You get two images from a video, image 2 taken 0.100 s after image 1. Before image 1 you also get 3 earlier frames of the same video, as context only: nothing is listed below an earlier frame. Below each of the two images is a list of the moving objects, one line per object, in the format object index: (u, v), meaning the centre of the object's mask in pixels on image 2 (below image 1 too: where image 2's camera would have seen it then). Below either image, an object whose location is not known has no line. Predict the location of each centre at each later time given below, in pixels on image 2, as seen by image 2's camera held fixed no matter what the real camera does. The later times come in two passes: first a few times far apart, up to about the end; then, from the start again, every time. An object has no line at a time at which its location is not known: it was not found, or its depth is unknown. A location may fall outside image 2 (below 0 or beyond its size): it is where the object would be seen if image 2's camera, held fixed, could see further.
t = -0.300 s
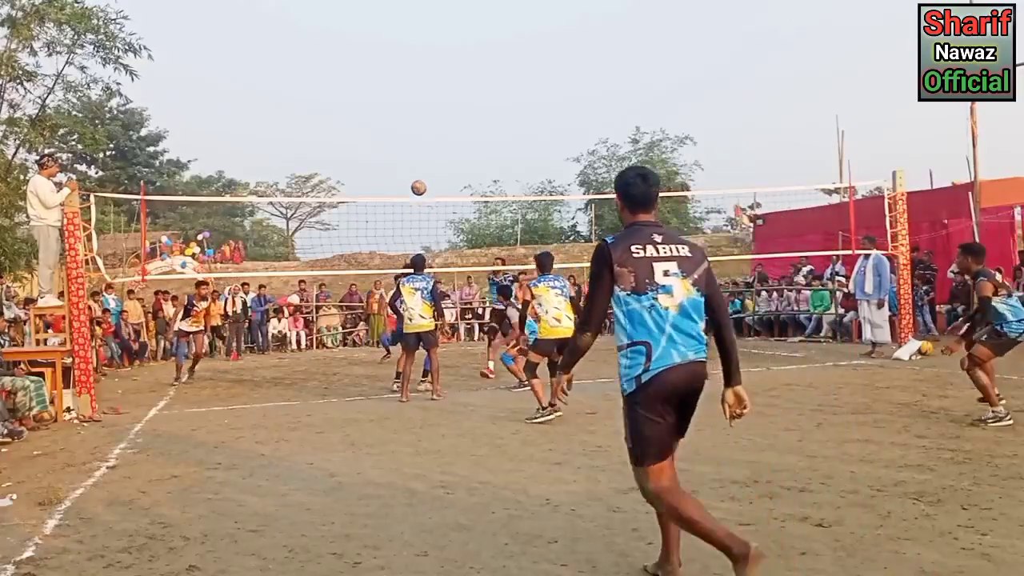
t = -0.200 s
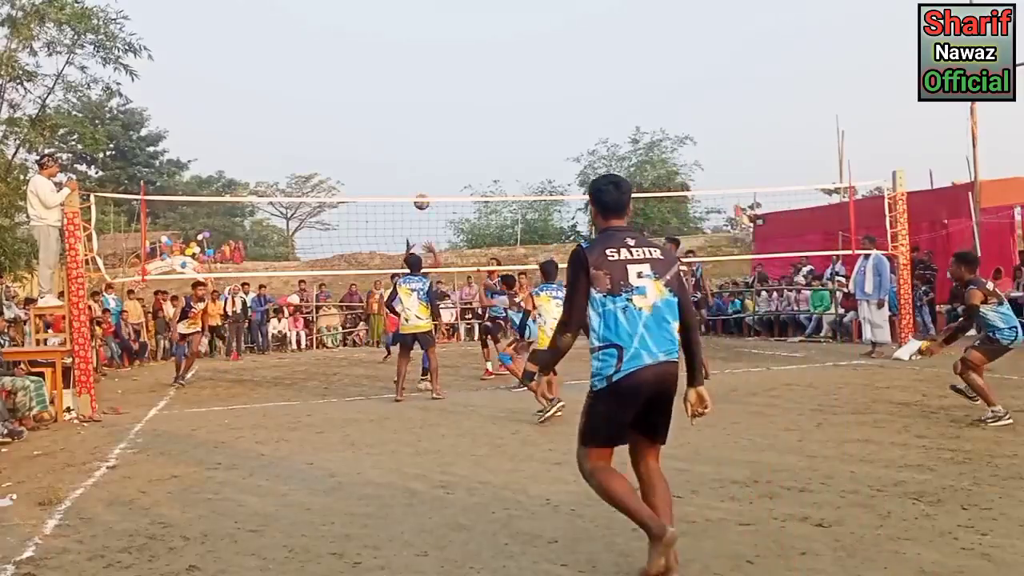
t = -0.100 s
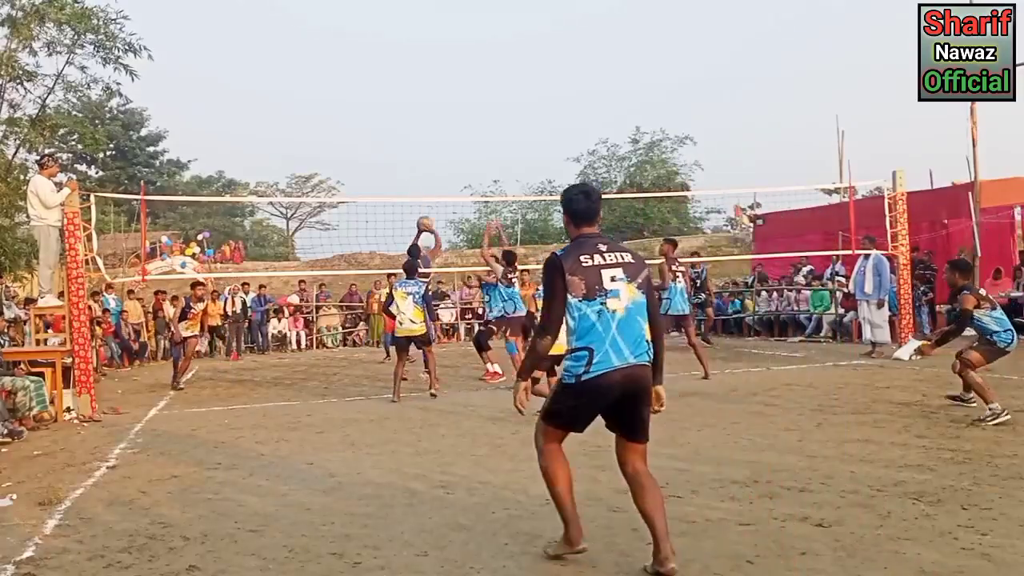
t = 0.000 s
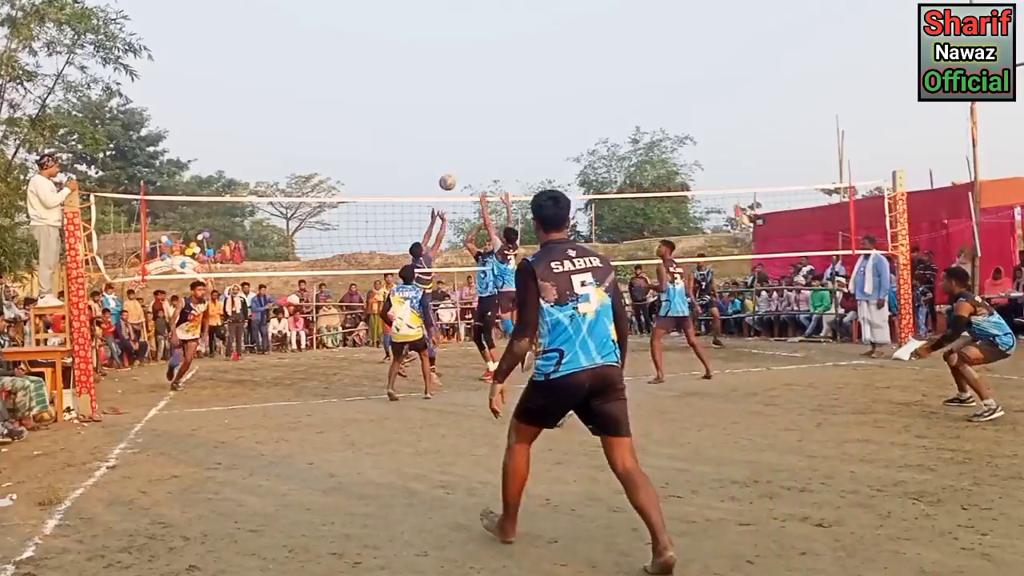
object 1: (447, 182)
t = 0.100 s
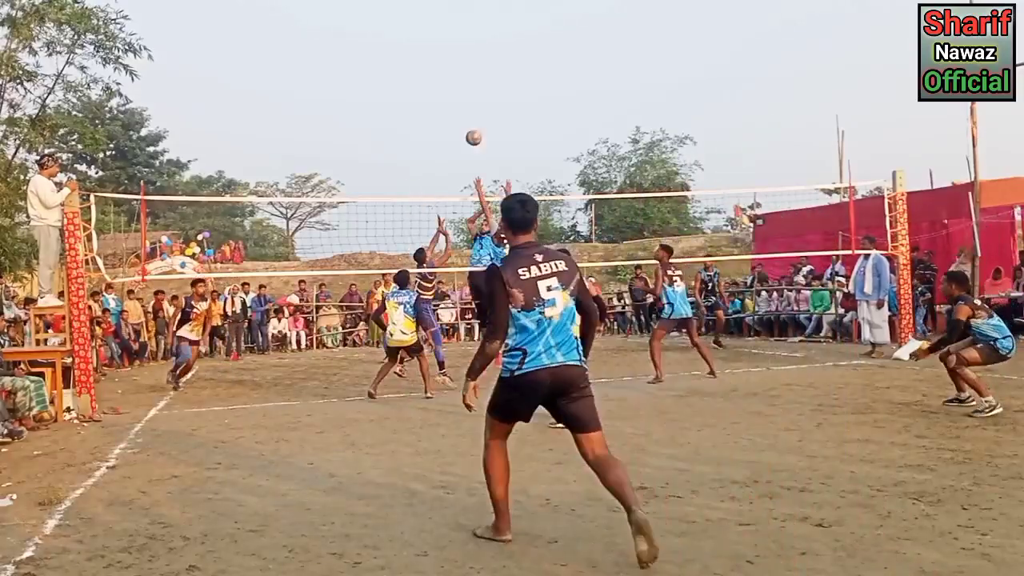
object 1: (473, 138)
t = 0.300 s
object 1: (524, 73)
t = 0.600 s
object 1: (596, 36)
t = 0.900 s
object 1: (664, 65)
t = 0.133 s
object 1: (482, 124)
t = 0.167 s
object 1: (491, 112)
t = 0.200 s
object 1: (499, 101)
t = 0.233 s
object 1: (507, 91)
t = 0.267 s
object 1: (516, 81)
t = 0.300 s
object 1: (524, 73)
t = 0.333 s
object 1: (532, 65)
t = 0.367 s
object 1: (540, 59)
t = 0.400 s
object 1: (548, 53)
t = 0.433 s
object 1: (556, 48)
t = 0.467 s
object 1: (564, 44)
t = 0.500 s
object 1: (572, 41)
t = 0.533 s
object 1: (580, 38)
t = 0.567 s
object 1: (588, 37)
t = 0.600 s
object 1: (596, 36)
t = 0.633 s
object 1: (603, 36)
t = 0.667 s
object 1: (611, 37)
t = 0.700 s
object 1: (618, 39)
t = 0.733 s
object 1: (626, 41)
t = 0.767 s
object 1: (634, 45)
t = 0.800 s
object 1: (642, 49)
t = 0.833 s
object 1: (649, 53)
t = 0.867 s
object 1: (657, 59)
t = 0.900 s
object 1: (664, 65)
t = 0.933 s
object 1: (672, 72)
